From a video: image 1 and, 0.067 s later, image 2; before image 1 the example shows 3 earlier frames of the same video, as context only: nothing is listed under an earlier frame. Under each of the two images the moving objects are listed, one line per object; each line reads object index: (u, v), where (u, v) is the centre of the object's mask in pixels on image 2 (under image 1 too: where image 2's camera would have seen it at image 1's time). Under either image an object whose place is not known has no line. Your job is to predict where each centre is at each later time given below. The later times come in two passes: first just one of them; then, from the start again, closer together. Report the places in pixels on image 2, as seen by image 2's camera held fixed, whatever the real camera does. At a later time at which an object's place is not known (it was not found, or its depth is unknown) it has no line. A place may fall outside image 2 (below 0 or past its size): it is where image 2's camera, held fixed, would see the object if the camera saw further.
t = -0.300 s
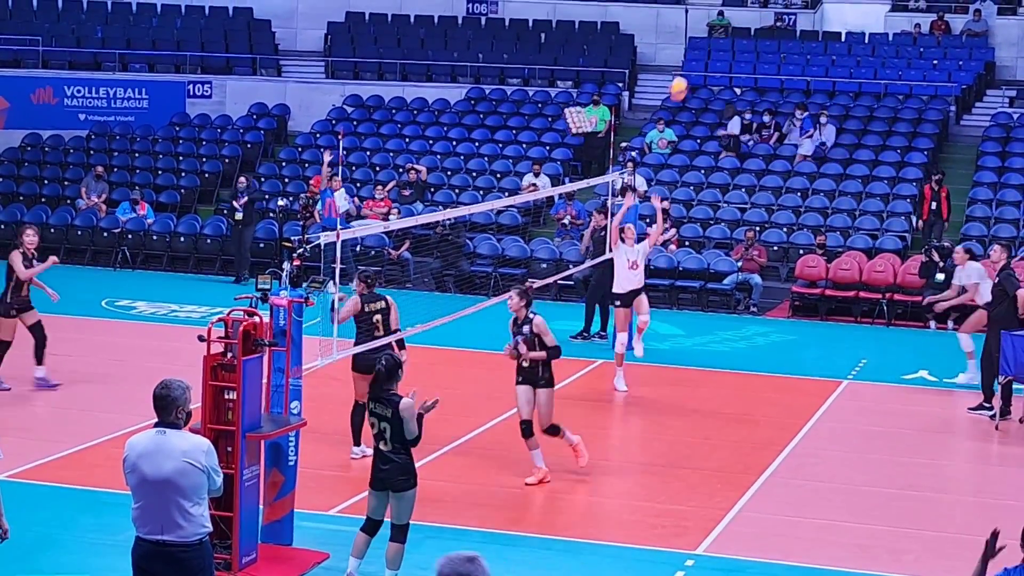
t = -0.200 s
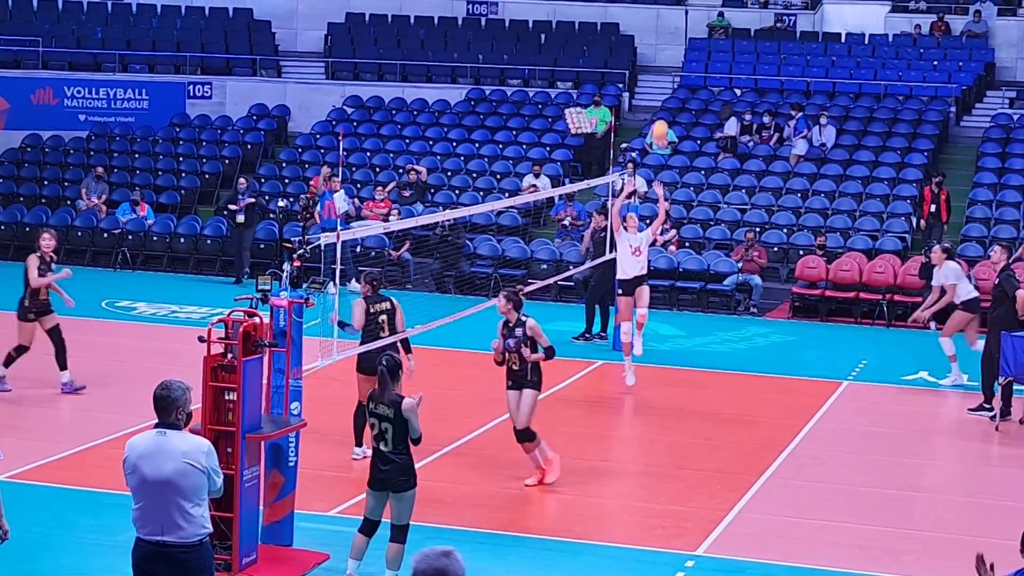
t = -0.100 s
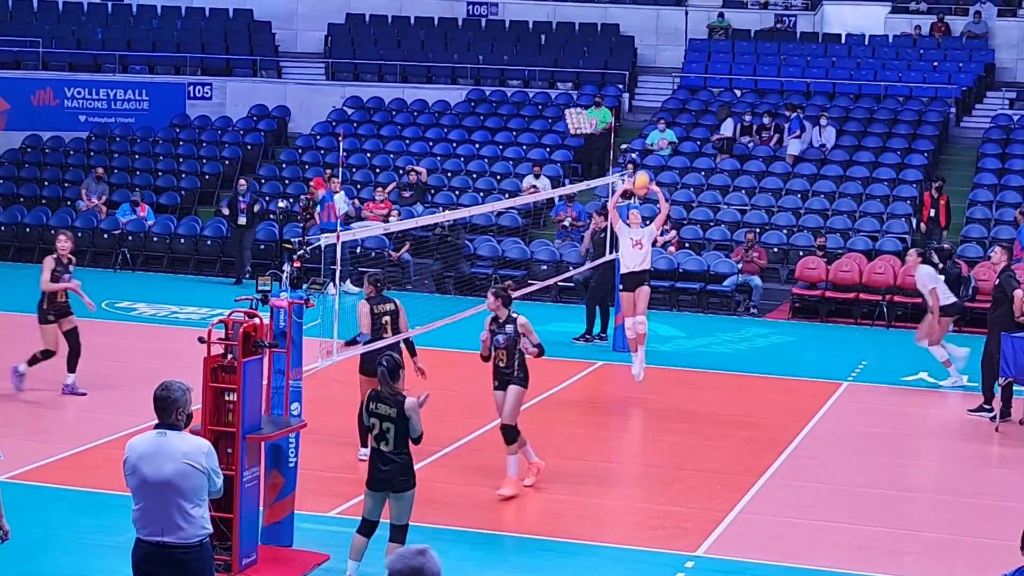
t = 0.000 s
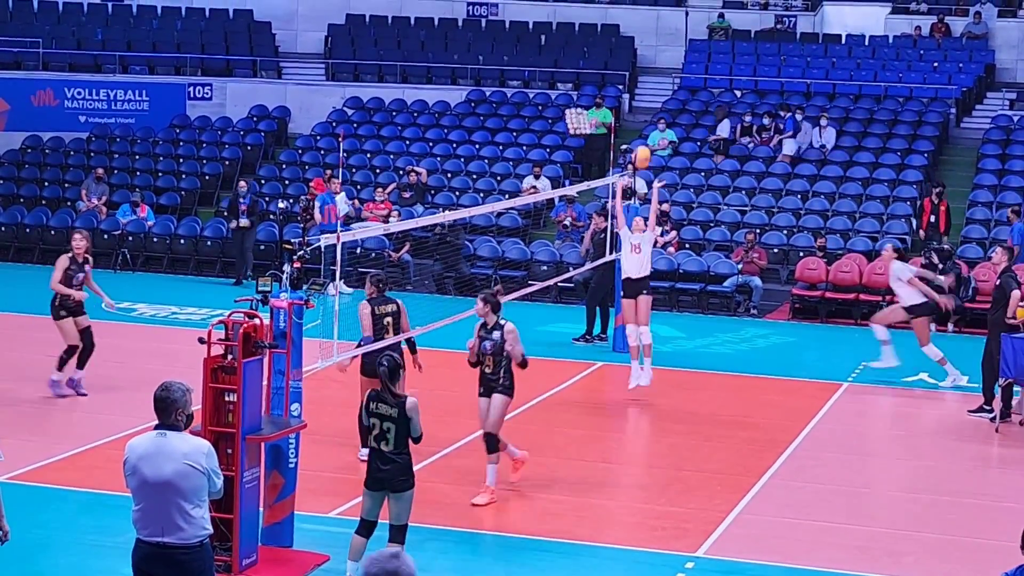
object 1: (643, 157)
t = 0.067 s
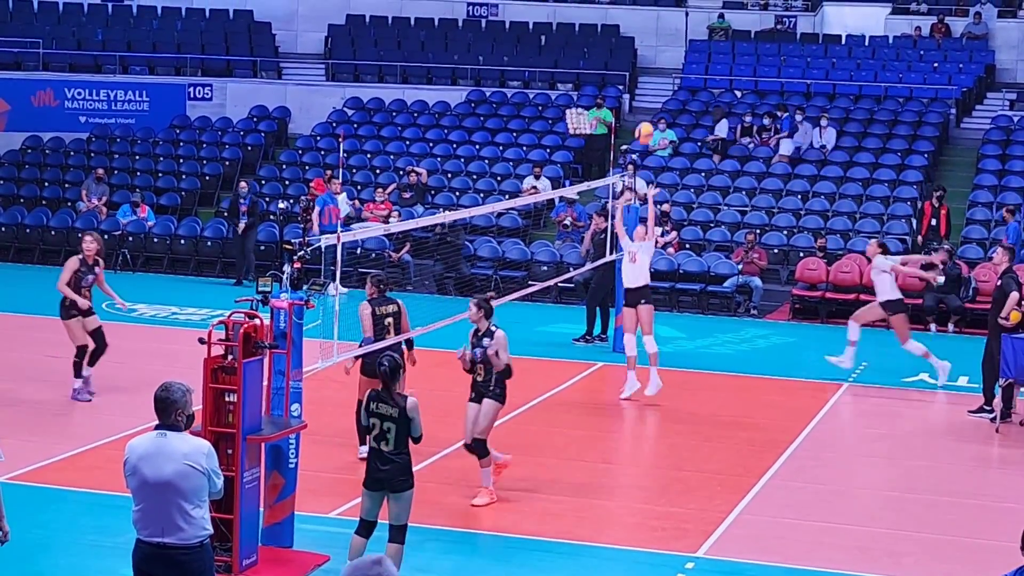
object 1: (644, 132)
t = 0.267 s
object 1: (652, 84)
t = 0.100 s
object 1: (645, 122)
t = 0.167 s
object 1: (649, 104)
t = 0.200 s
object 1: (649, 96)
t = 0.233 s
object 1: (650, 90)
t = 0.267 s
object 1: (652, 84)
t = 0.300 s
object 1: (653, 79)
